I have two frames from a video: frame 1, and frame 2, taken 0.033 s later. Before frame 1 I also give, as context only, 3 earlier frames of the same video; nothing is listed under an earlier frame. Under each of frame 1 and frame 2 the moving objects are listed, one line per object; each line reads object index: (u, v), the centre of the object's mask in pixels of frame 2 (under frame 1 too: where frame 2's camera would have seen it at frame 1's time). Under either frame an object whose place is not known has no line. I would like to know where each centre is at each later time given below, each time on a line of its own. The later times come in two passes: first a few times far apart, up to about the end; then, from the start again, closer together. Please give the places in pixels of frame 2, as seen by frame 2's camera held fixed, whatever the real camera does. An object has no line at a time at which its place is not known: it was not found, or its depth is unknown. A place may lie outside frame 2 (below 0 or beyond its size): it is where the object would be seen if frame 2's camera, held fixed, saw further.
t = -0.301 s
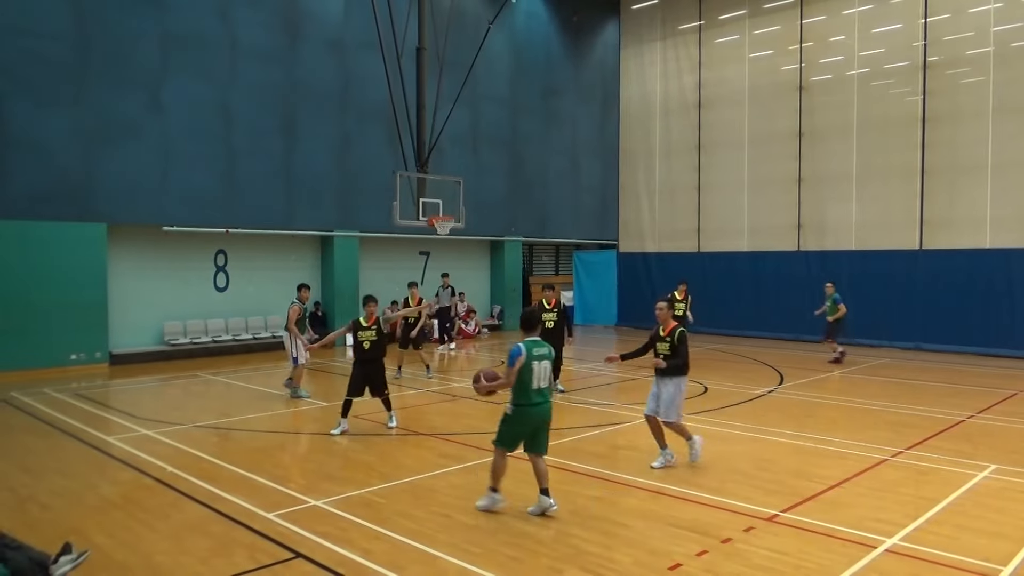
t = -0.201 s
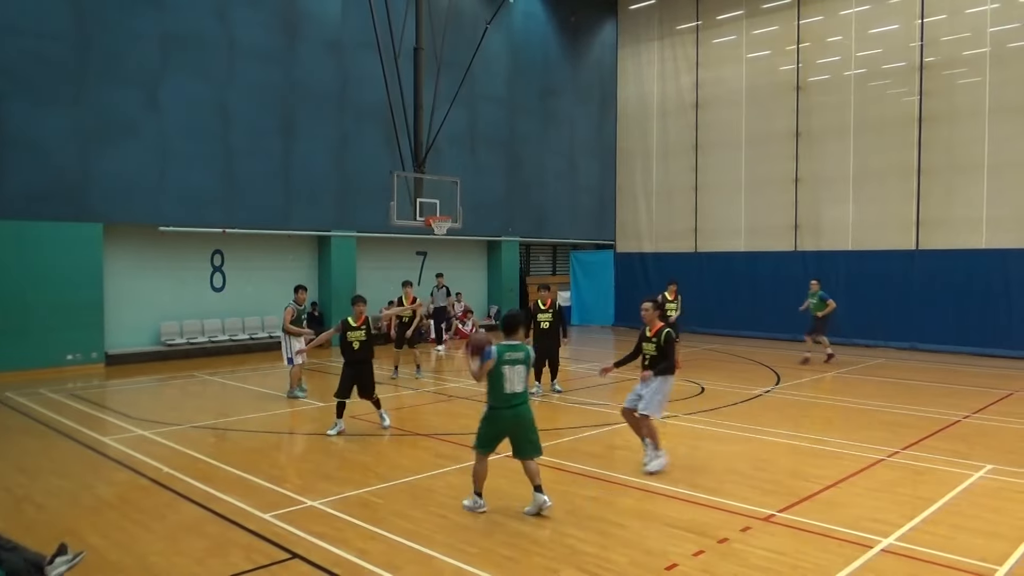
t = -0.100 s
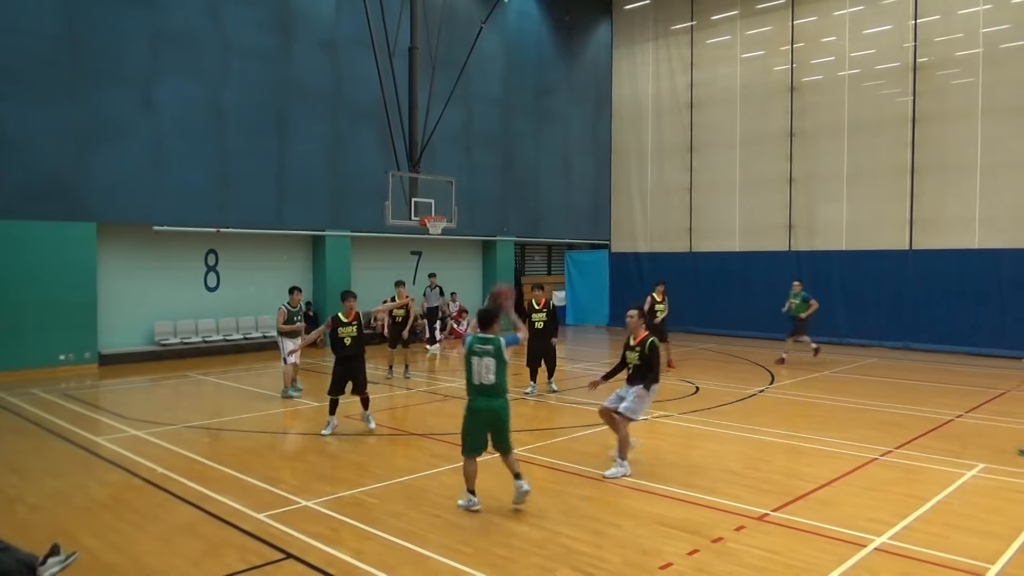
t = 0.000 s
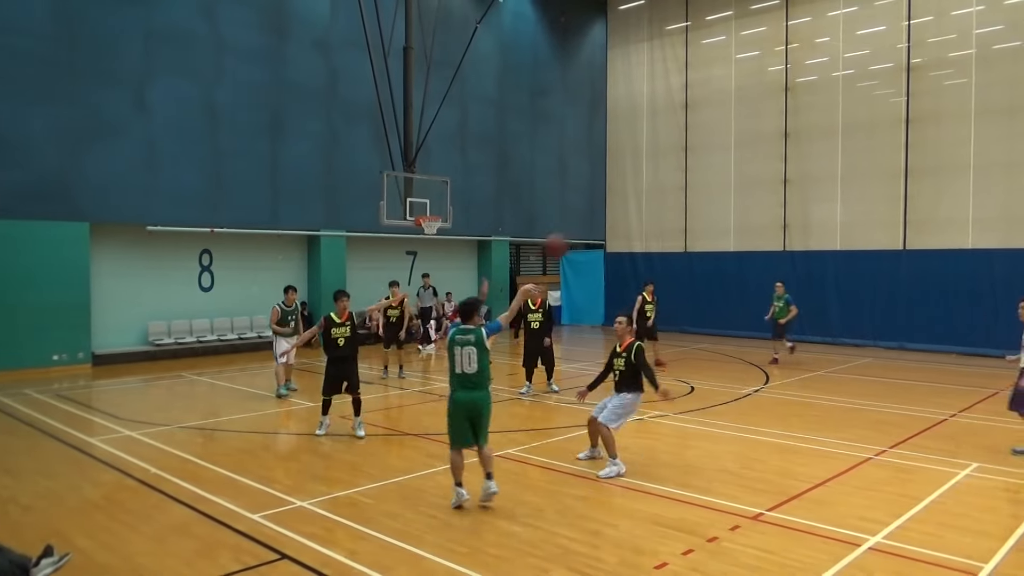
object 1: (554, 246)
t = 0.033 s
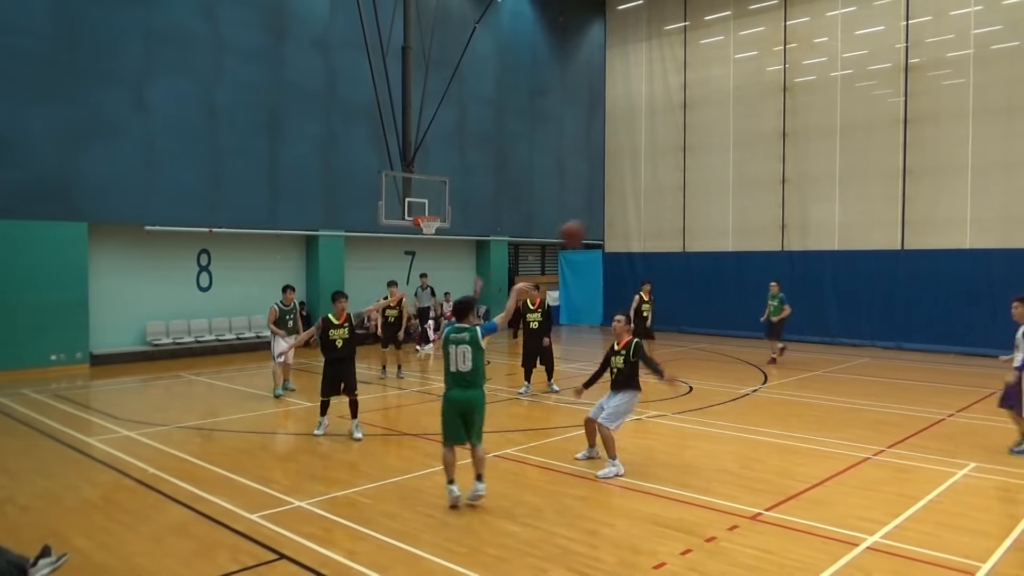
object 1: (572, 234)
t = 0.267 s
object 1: (696, 177)
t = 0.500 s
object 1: (800, 177)
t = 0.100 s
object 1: (610, 211)
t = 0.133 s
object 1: (628, 202)
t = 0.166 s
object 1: (645, 194)
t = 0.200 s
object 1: (662, 187)
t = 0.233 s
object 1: (679, 181)
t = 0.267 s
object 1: (696, 177)
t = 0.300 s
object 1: (712, 174)
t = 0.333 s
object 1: (727, 171)
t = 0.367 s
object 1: (743, 170)
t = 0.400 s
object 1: (757, 171)
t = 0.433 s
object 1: (771, 172)
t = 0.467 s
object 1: (786, 174)
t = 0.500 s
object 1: (800, 177)
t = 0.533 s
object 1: (813, 180)
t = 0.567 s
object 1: (827, 185)
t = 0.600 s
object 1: (840, 191)
